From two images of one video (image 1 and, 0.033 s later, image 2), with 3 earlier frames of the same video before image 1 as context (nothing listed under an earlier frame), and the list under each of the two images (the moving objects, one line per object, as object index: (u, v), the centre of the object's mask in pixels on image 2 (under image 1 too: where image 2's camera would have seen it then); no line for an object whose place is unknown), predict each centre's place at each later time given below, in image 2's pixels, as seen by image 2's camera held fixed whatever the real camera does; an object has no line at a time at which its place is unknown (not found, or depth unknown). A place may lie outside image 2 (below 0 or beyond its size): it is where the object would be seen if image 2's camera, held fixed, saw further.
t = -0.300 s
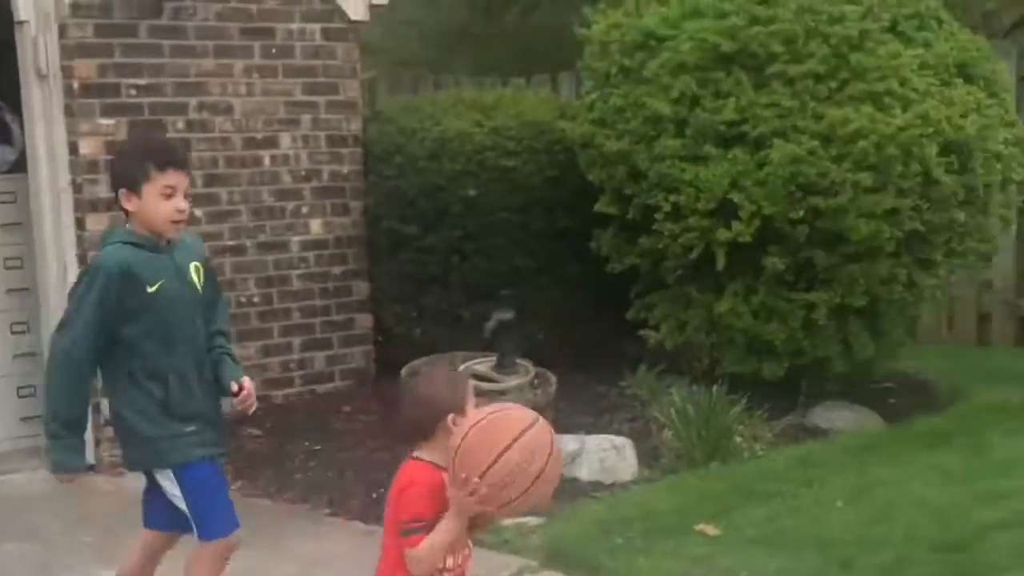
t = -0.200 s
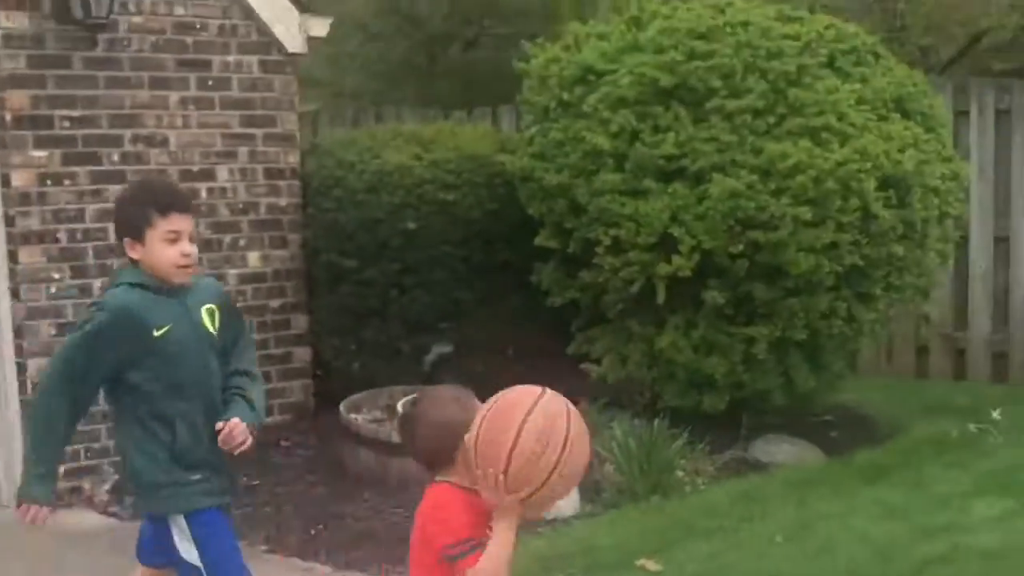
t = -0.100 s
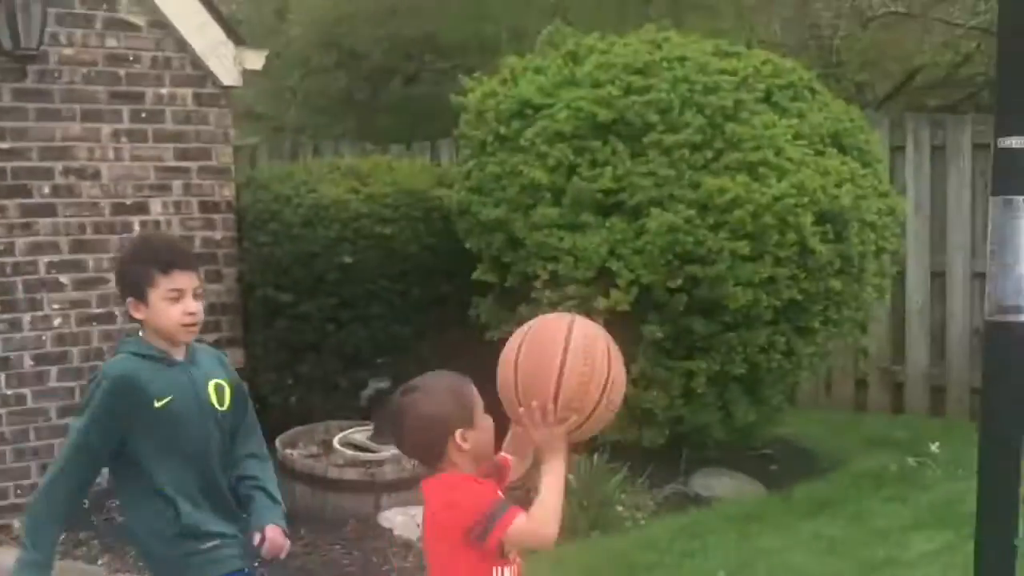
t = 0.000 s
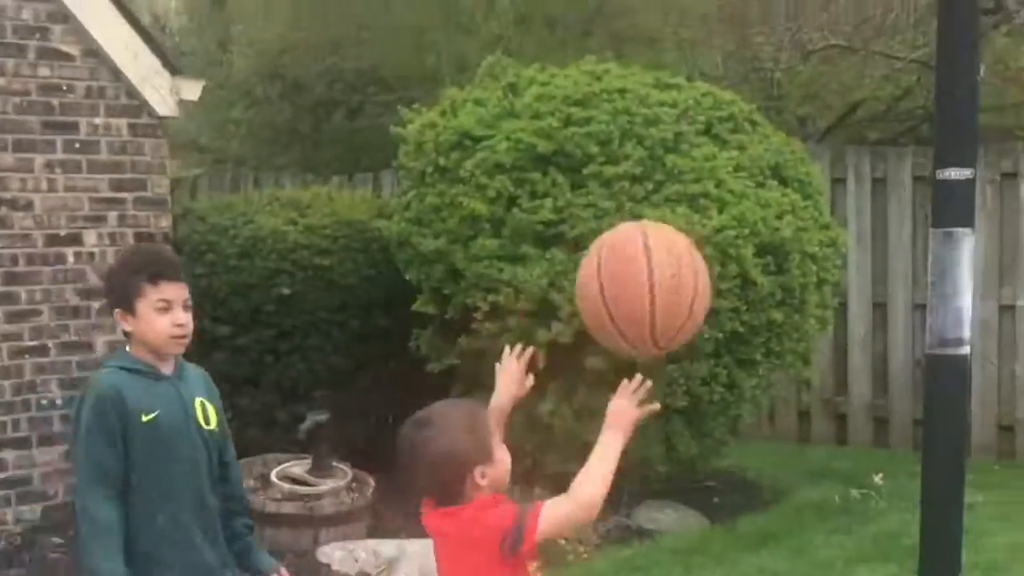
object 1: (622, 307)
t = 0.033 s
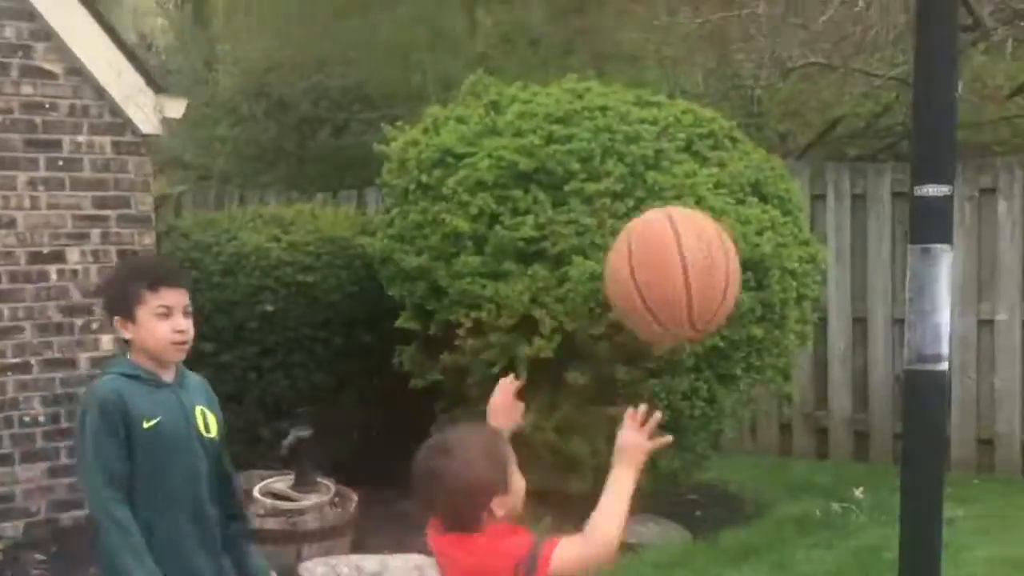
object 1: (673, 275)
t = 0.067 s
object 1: (724, 251)
